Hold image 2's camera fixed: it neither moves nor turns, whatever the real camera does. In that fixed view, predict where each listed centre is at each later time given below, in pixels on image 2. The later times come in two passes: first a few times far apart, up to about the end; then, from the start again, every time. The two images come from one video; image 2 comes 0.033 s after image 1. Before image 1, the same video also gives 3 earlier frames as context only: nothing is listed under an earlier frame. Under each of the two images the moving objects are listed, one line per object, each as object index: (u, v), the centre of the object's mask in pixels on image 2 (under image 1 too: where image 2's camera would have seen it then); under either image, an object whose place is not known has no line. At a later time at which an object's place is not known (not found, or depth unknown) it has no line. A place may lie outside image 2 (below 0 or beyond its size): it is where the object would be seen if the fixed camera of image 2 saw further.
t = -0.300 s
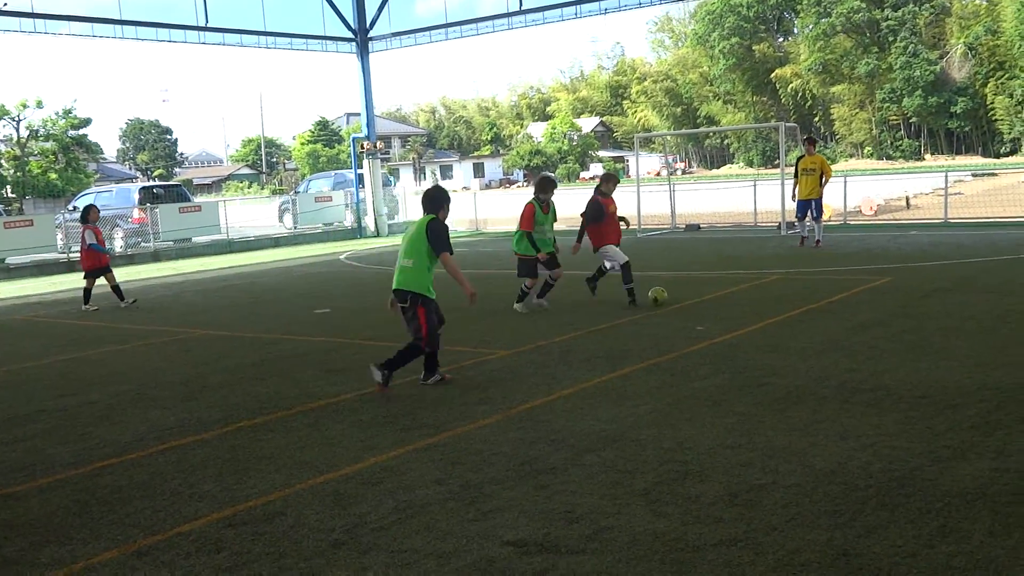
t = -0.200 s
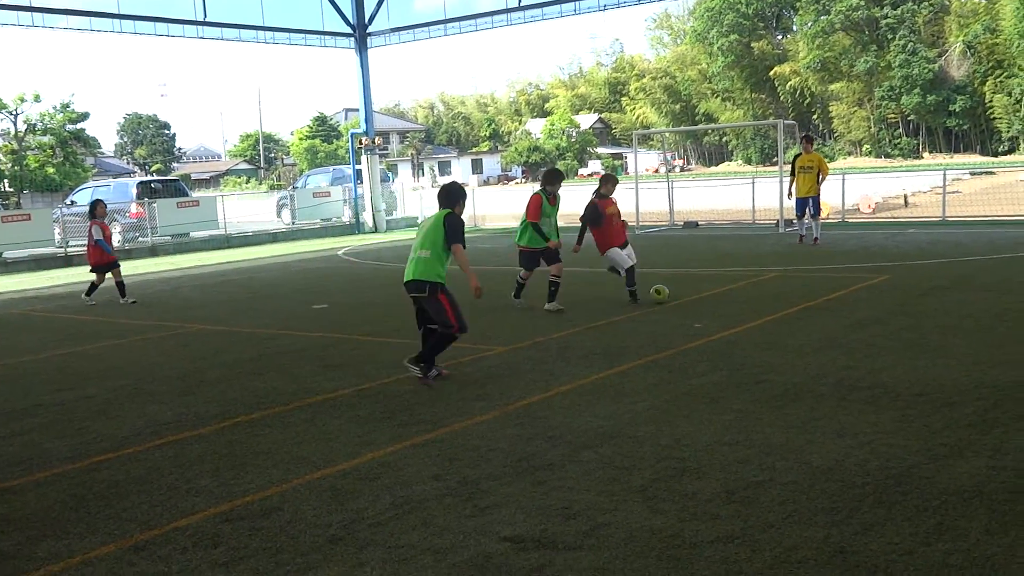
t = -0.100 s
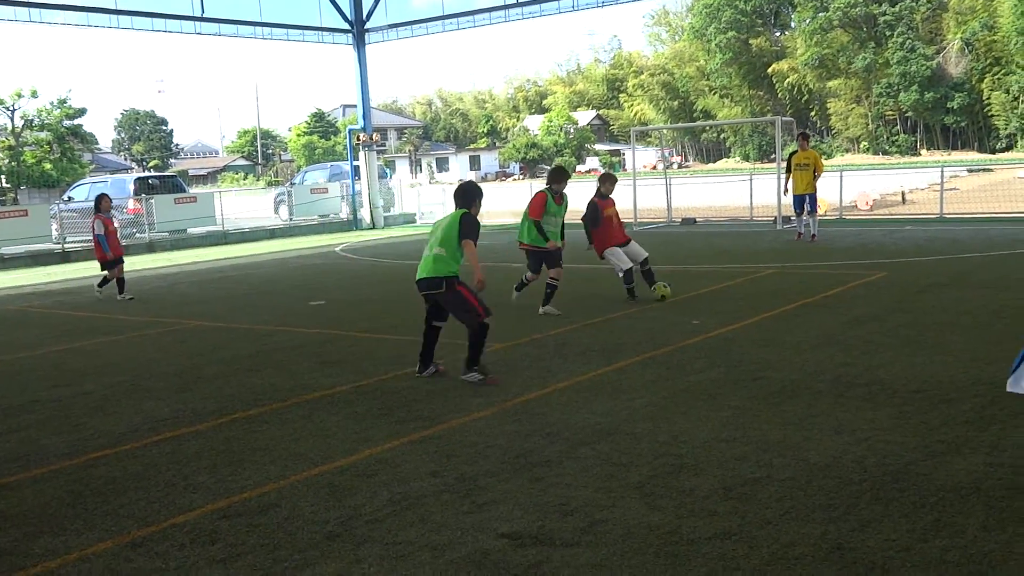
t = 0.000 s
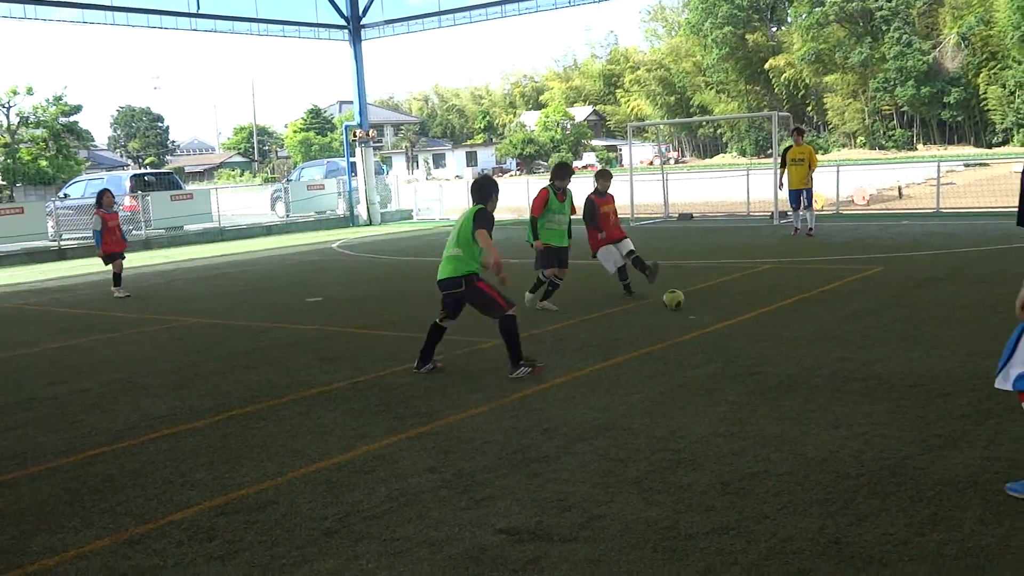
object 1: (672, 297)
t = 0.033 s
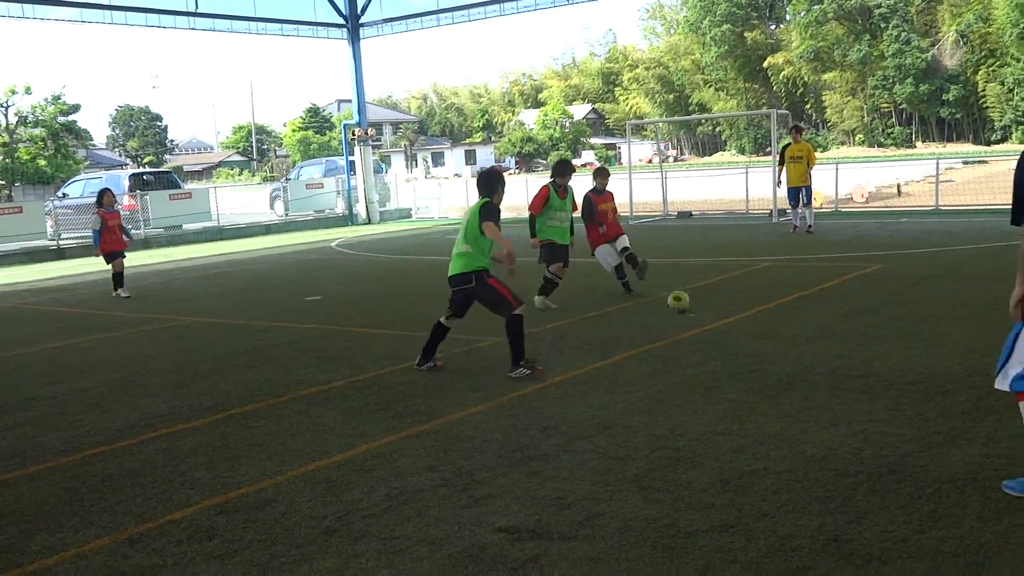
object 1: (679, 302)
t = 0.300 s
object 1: (738, 346)
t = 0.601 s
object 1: (839, 427)
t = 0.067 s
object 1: (685, 307)
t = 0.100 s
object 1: (692, 313)
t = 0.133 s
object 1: (698, 316)
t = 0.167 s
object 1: (705, 320)
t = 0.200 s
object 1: (713, 326)
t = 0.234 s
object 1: (721, 335)
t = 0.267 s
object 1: (729, 340)
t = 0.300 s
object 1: (738, 346)
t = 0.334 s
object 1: (747, 354)
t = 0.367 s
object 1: (757, 361)
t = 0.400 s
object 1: (767, 368)
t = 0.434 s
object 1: (778, 378)
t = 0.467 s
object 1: (789, 387)
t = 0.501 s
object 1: (800, 397)
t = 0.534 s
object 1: (813, 407)
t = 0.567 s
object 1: (826, 417)
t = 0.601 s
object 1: (839, 427)
